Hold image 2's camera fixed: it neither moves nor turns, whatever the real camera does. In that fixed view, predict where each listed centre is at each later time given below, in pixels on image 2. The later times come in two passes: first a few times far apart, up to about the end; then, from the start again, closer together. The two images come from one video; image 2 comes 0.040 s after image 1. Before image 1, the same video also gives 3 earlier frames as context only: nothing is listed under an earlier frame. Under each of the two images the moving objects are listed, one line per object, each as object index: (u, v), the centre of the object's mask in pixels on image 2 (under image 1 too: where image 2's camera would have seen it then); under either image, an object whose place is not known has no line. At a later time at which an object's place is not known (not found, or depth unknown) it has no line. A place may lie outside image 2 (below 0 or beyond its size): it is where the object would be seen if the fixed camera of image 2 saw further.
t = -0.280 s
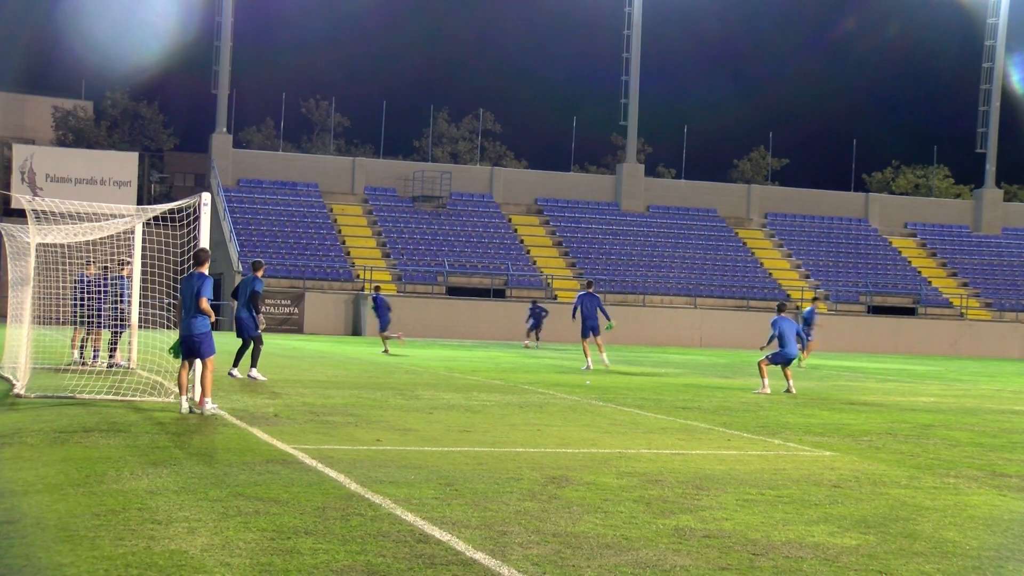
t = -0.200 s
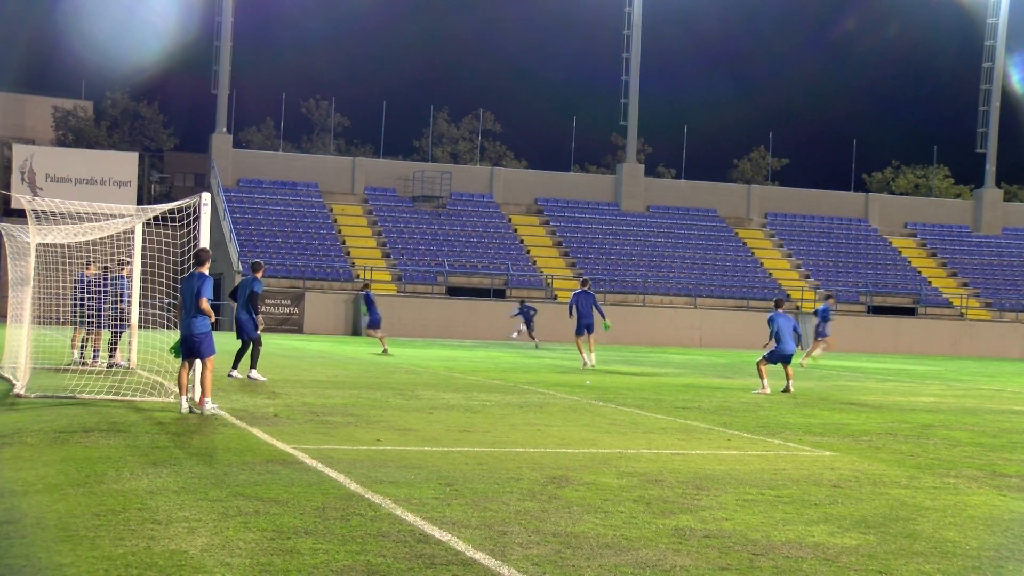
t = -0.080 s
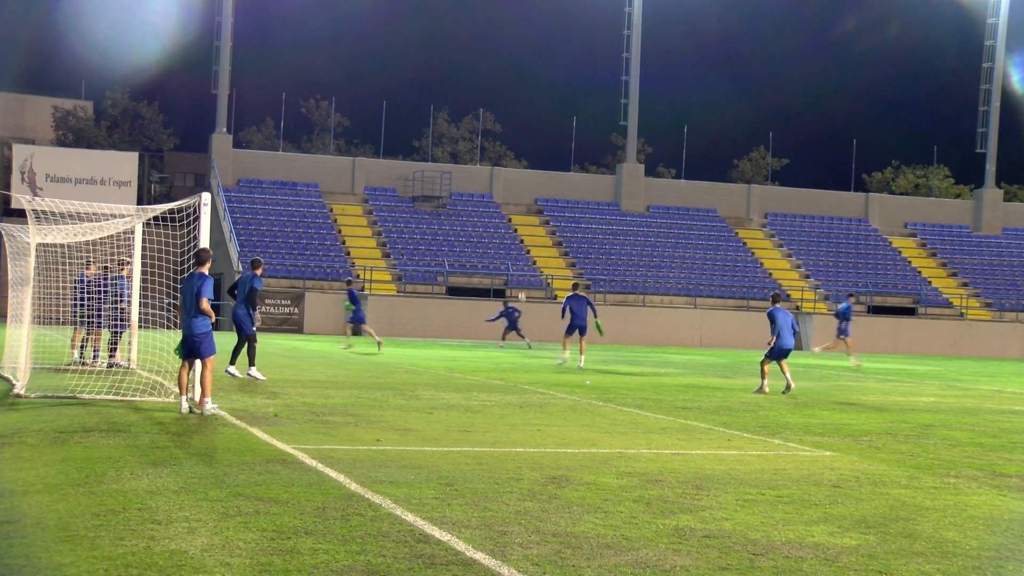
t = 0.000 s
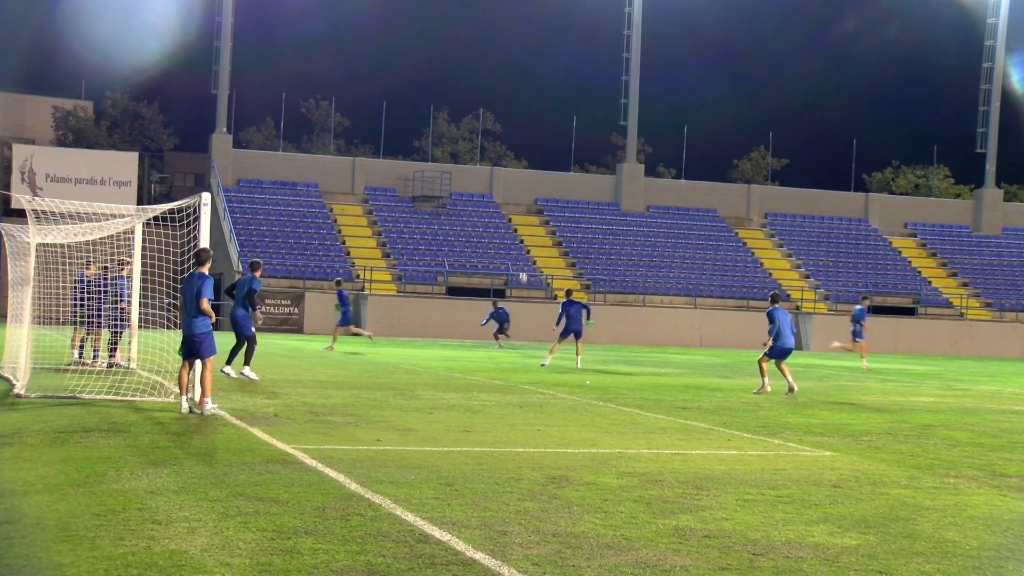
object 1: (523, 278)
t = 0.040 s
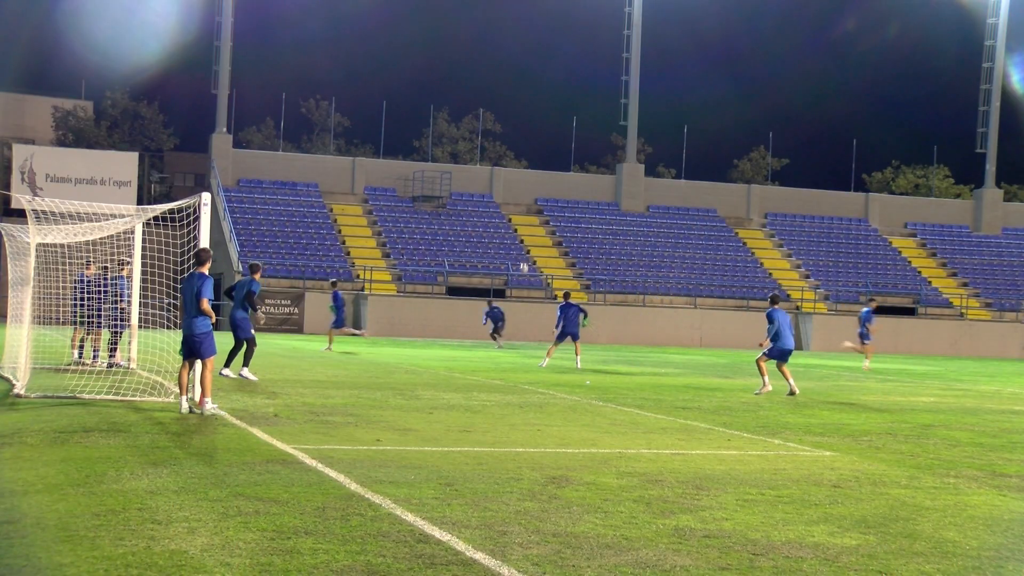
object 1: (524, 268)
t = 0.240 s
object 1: (533, 222)
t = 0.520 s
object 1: (560, 171)
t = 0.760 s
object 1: (598, 143)
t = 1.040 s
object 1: (667, 139)
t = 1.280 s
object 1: (752, 173)
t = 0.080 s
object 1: (525, 258)
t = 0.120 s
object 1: (526, 249)
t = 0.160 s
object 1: (528, 239)
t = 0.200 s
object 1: (531, 231)
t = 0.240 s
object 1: (533, 222)
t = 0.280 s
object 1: (537, 214)
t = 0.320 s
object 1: (539, 207)
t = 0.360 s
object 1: (543, 199)
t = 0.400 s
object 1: (547, 191)
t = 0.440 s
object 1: (551, 184)
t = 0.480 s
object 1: (556, 177)
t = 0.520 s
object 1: (560, 171)
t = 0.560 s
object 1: (565, 166)
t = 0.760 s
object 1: (598, 143)
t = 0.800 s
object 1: (607, 140)
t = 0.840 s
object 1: (615, 138)
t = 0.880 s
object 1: (624, 137)
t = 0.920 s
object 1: (635, 135)
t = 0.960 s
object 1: (645, 136)
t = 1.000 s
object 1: (655, 137)
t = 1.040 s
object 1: (667, 139)
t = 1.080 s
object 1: (679, 142)
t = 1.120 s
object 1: (692, 146)
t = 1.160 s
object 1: (705, 151)
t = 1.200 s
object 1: (720, 157)
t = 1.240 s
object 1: (735, 165)
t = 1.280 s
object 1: (752, 173)
